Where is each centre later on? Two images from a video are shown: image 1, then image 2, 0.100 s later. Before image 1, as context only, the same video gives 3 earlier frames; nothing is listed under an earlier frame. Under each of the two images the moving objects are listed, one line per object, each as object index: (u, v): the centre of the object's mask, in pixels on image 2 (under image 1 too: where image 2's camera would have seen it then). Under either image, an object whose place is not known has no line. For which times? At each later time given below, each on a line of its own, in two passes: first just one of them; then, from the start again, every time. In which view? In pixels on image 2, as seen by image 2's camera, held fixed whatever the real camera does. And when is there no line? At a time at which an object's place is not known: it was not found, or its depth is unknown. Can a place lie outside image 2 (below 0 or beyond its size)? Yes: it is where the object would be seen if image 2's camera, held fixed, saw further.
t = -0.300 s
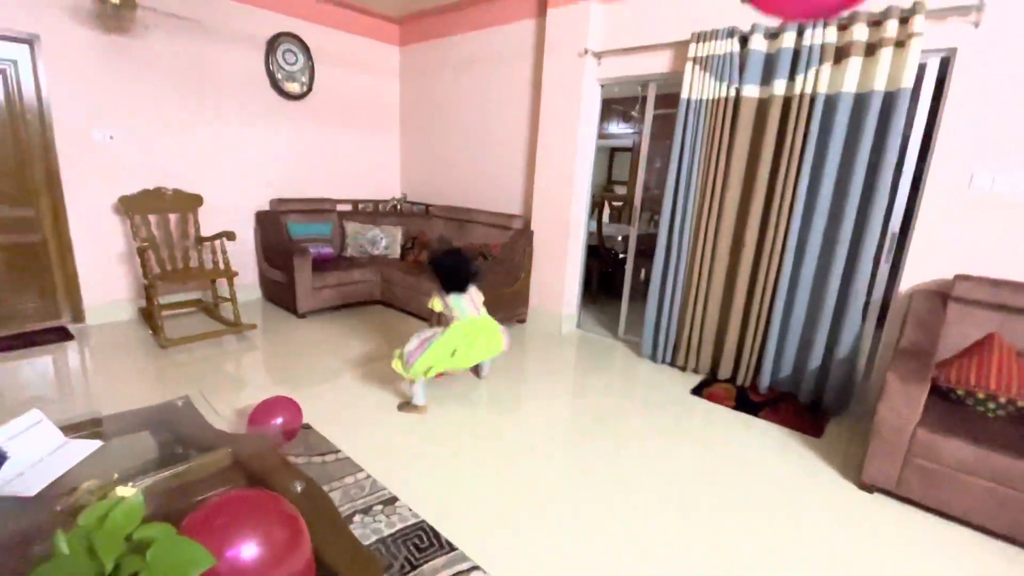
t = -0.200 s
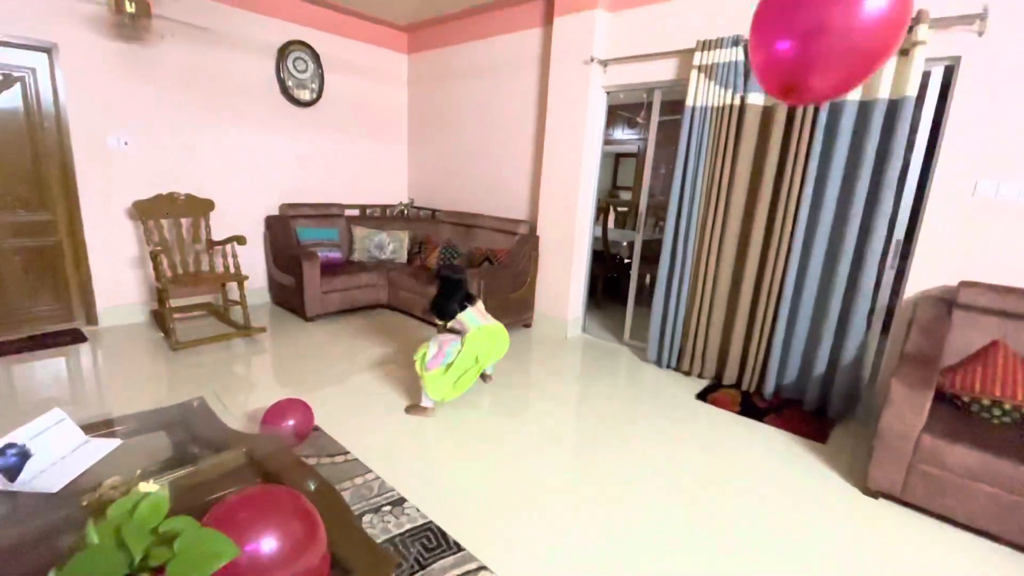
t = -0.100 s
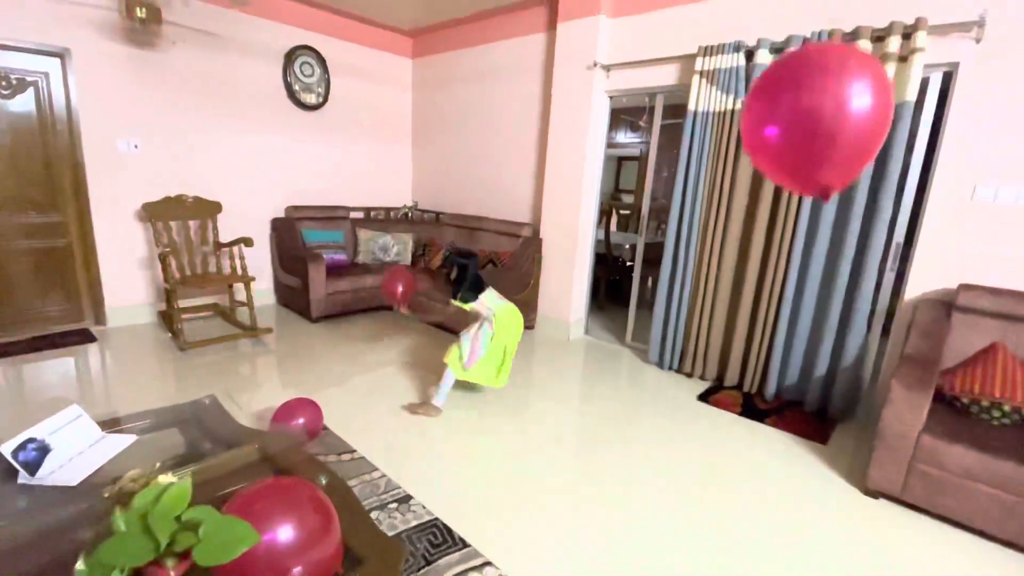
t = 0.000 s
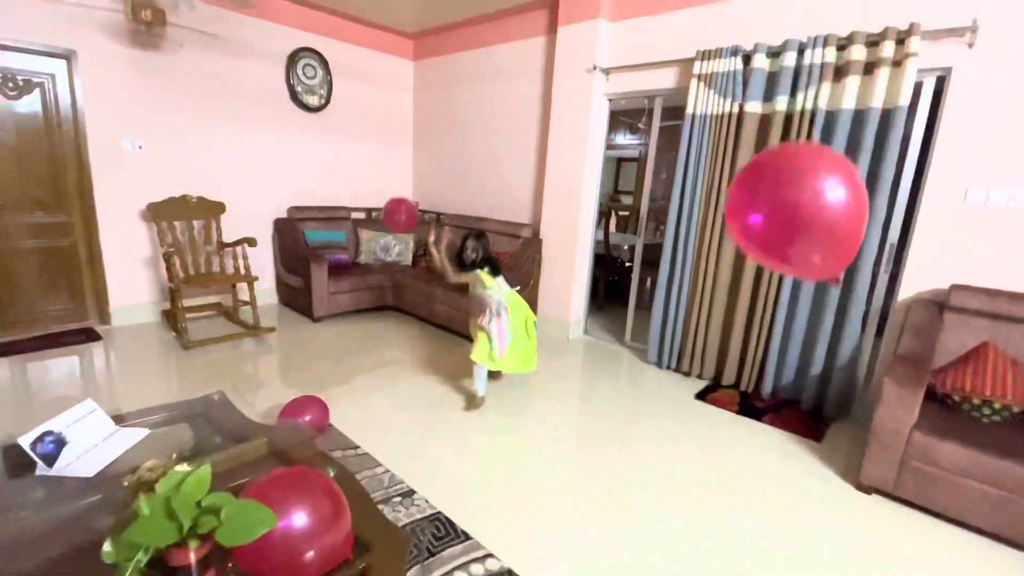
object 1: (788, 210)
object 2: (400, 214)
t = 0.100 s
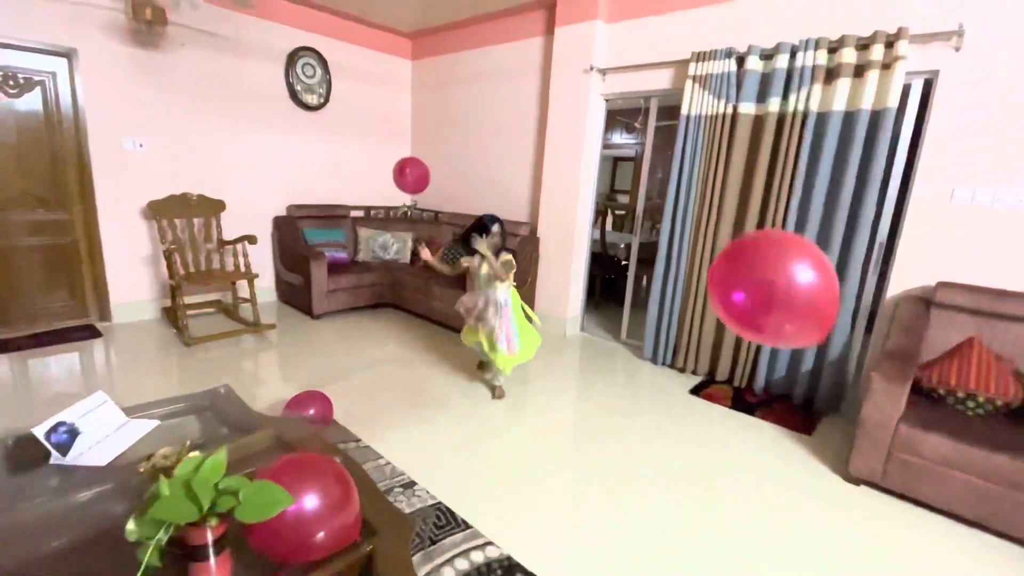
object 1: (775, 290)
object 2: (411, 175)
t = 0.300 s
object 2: (429, 138)
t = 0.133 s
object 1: (771, 315)
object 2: (415, 166)
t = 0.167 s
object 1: (769, 332)
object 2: (417, 161)
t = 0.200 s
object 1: (765, 364)
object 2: (421, 151)
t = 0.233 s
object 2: (424, 146)
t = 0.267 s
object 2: (426, 143)
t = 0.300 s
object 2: (429, 138)
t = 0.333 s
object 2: (432, 135)
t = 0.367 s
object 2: (434, 134)
